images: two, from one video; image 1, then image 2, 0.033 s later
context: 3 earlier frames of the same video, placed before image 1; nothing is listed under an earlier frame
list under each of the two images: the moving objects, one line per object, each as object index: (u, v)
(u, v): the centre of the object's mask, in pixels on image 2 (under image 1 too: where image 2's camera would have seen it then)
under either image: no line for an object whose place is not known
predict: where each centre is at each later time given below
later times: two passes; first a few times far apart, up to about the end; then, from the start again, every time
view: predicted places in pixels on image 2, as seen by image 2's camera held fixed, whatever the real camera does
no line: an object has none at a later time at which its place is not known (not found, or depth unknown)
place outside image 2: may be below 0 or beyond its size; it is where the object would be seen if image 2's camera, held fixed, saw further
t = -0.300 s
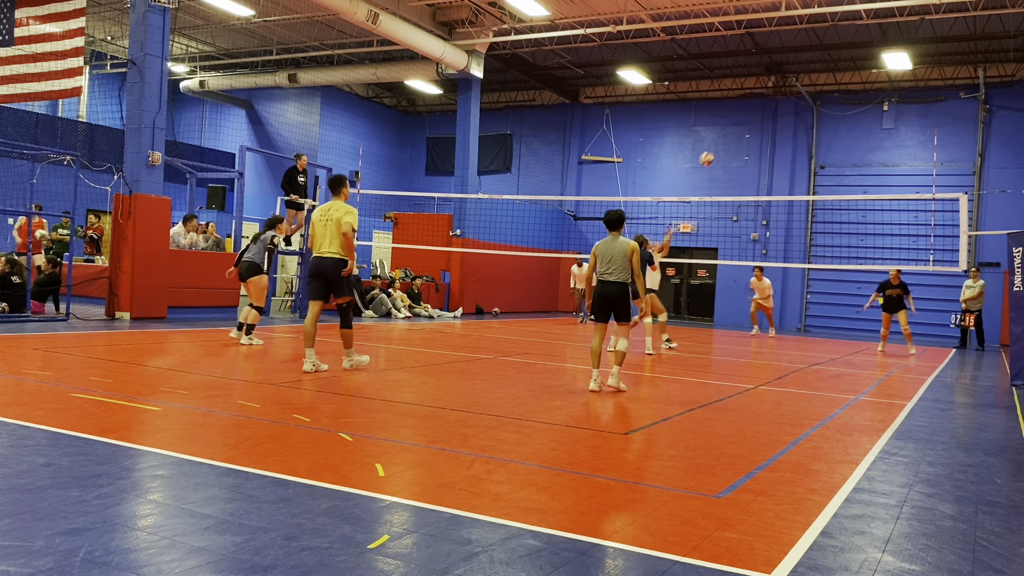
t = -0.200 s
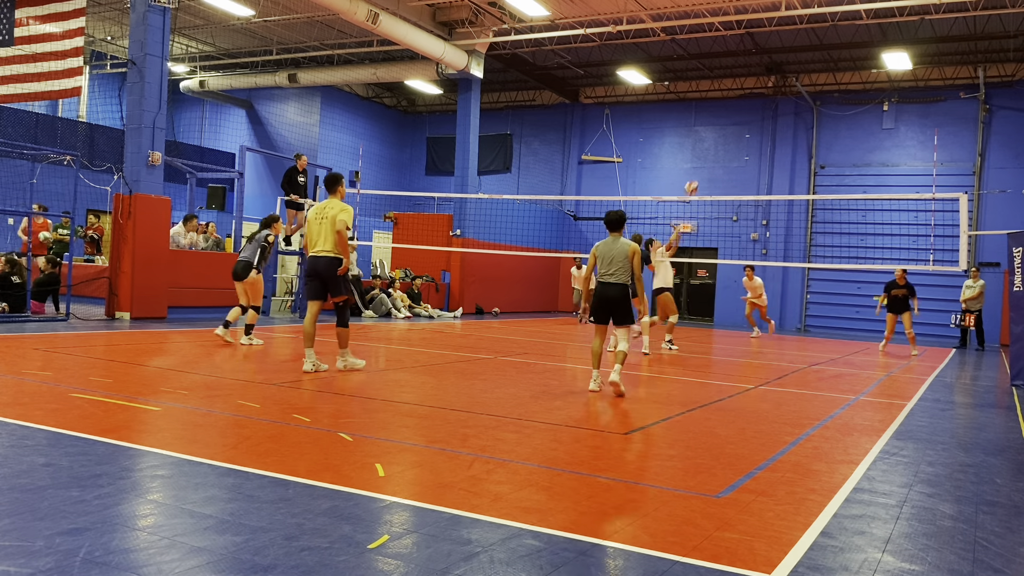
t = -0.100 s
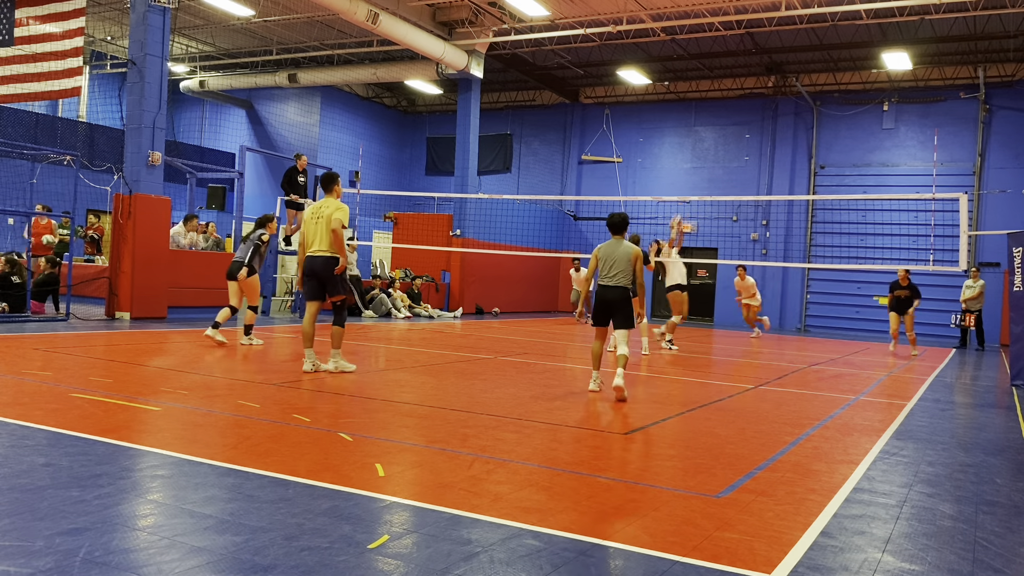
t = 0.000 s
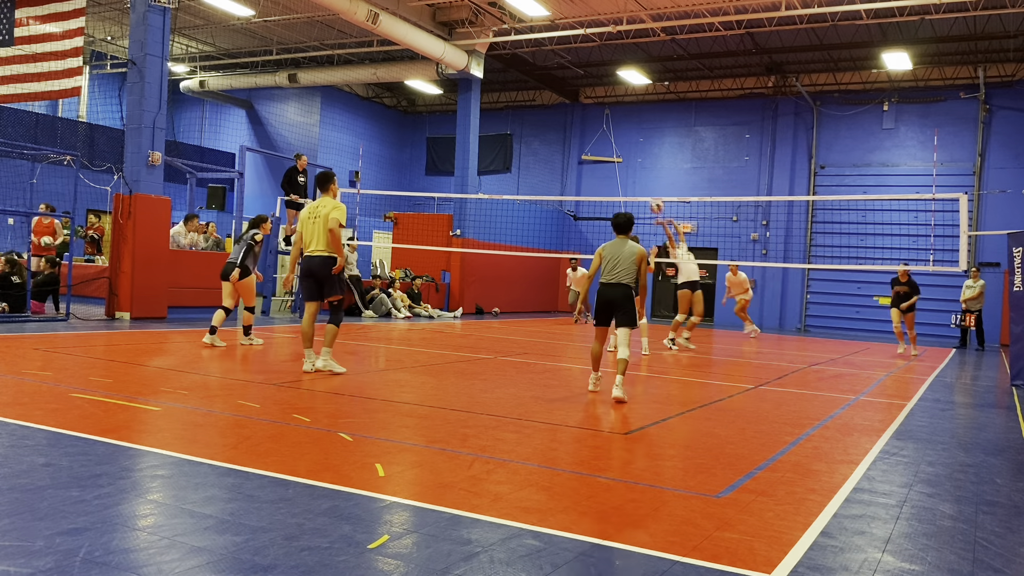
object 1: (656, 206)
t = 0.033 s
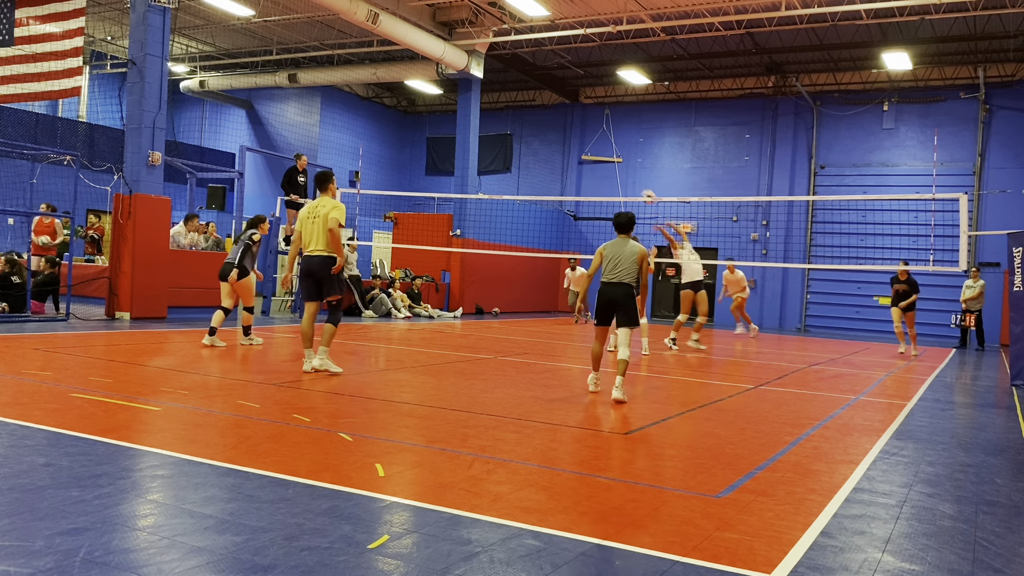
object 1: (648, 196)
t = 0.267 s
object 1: (593, 150)
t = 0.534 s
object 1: (531, 140)
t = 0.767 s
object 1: (477, 167)
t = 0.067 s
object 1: (641, 188)
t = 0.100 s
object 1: (633, 180)
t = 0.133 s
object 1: (625, 173)
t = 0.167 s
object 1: (616, 166)
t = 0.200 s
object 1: (608, 160)
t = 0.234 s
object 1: (601, 155)
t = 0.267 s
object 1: (593, 150)
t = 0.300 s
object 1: (586, 147)
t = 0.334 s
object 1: (578, 143)
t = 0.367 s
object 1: (570, 141)
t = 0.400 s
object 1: (562, 139)
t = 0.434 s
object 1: (554, 138)
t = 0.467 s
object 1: (547, 138)
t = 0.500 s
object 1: (539, 138)
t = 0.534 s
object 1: (531, 140)
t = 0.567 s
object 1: (524, 141)
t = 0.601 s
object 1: (516, 144)
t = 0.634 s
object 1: (508, 147)
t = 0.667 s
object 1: (500, 151)
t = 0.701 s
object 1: (492, 156)
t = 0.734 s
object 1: (485, 162)
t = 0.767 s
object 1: (477, 167)
